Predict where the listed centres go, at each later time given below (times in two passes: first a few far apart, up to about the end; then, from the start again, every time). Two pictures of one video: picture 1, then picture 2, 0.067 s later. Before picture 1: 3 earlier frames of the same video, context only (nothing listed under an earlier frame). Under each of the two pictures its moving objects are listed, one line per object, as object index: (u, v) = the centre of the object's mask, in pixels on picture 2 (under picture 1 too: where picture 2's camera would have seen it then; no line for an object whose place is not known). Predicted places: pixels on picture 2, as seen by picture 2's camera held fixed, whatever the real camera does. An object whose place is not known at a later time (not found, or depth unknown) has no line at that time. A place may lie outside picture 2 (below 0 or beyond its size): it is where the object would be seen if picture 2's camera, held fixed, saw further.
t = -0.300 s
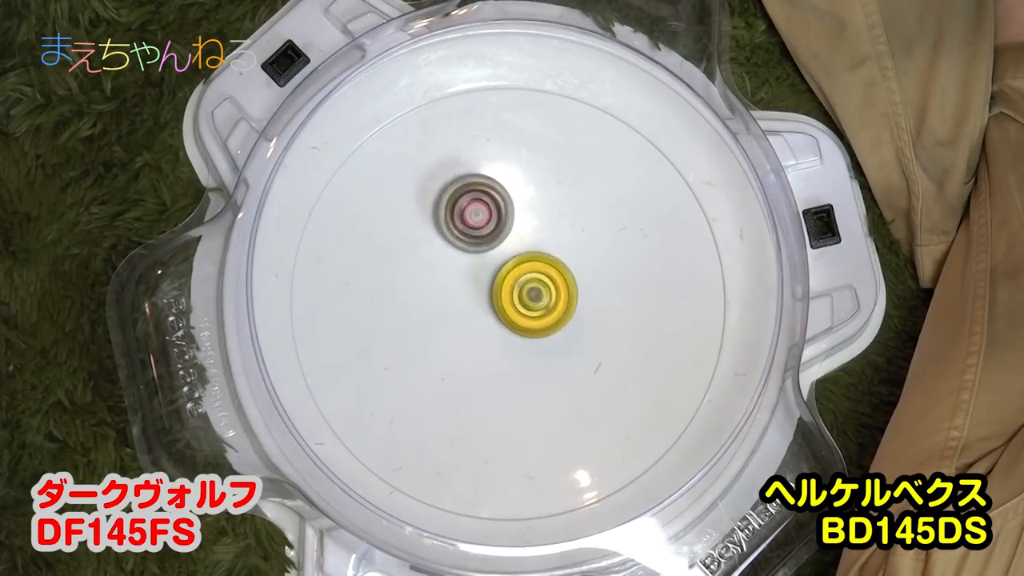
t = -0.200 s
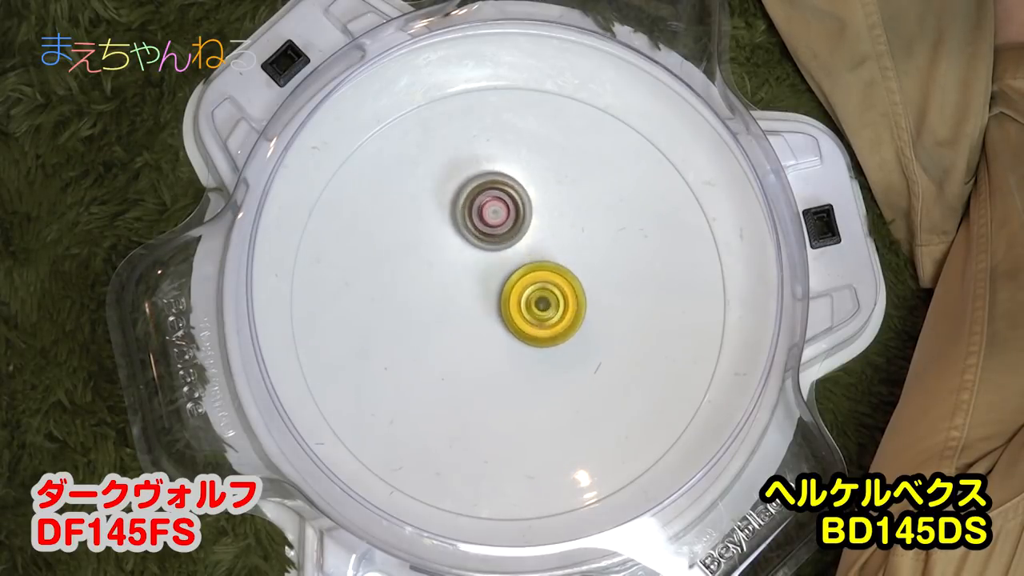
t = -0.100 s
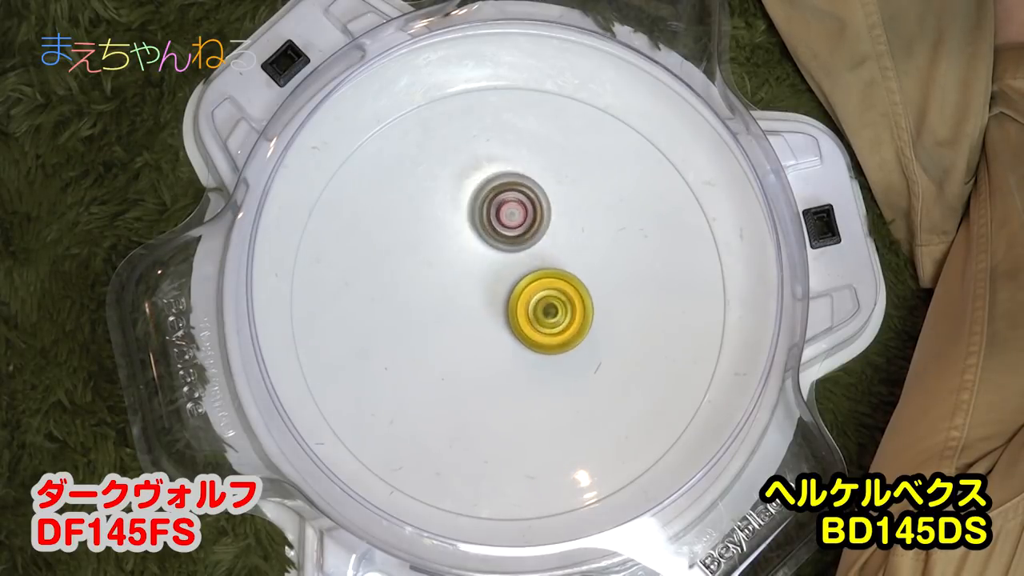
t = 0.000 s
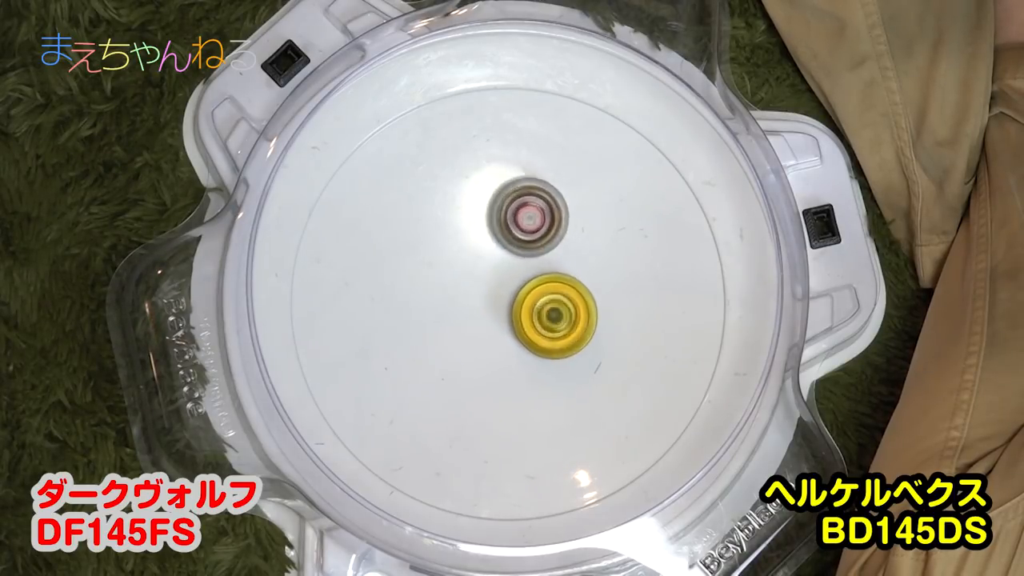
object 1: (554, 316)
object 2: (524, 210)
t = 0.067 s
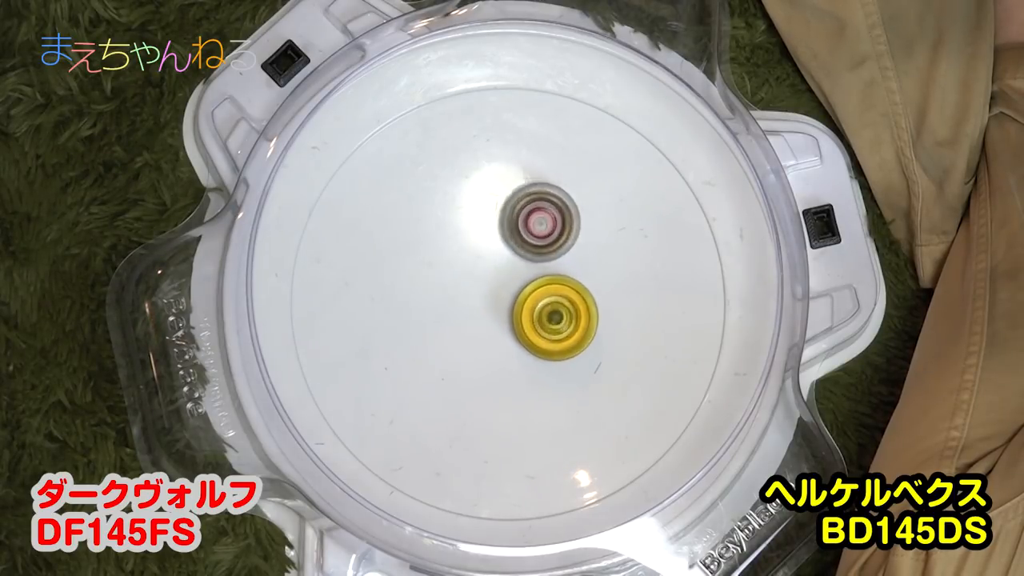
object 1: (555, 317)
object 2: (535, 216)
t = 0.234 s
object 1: (550, 321)
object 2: (561, 235)
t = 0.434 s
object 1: (531, 346)
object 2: (585, 247)
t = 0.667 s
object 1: (510, 362)
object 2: (589, 289)
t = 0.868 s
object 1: (495, 361)
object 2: (581, 328)
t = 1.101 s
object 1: (481, 344)
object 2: (558, 361)
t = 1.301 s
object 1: (471, 320)
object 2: (528, 379)
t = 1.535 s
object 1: (465, 290)
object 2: (490, 381)
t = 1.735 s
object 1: (466, 268)
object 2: (459, 369)
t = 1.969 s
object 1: (479, 258)
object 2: (434, 341)
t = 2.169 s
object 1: (499, 257)
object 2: (423, 308)
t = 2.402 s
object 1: (527, 264)
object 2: (426, 263)
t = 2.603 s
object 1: (547, 277)
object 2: (443, 235)
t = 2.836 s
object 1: (560, 296)
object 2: (475, 217)
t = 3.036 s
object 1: (558, 313)
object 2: (509, 217)
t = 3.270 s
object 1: (543, 332)
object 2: (548, 233)
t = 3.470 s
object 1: (523, 346)
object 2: (571, 259)
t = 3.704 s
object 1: (498, 352)
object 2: (583, 297)
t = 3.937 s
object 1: (481, 345)
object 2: (579, 336)
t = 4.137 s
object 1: (473, 327)
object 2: (558, 358)
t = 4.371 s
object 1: (468, 301)
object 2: (520, 370)
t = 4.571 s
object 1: (471, 280)
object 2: (486, 367)
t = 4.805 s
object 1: (484, 263)
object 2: (450, 350)
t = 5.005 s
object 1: (501, 258)
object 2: (435, 325)
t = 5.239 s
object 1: (524, 263)
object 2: (434, 286)
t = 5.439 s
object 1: (540, 276)
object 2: (444, 255)
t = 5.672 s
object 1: (552, 297)
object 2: (472, 231)
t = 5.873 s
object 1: (552, 315)
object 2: (502, 225)
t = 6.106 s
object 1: (541, 333)
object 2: (535, 234)
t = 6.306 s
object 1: (524, 342)
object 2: (557, 257)
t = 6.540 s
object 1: (501, 344)
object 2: (568, 293)
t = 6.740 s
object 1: (484, 337)
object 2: (565, 325)
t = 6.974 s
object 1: (472, 319)
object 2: (545, 353)
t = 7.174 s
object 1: (470, 299)
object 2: (517, 364)
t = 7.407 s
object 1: (476, 278)
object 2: (484, 361)
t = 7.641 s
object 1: (492, 265)
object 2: (455, 341)
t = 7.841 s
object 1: (509, 262)
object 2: (443, 313)
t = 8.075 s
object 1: (542, 261)
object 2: (430, 286)
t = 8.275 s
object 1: (560, 268)
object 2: (440, 264)
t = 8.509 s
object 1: (565, 288)
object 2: (467, 248)
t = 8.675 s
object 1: (565, 312)
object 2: (487, 238)
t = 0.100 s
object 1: (555, 318)
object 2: (541, 220)
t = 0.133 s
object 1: (554, 319)
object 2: (546, 223)
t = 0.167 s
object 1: (553, 320)
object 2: (552, 226)
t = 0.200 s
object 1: (552, 320)
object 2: (557, 231)
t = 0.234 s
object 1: (550, 321)
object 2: (561, 235)
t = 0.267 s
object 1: (545, 326)
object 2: (567, 234)
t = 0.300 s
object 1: (542, 331)
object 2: (573, 232)
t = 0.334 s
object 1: (539, 335)
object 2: (578, 233)
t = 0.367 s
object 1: (536, 339)
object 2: (581, 237)
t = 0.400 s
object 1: (534, 343)
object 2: (583, 242)
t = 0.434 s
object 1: (531, 346)
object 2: (585, 247)
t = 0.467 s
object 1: (528, 349)
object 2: (586, 252)
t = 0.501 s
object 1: (525, 352)
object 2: (587, 258)
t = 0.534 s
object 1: (522, 355)
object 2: (588, 264)
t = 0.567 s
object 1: (519, 357)
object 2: (588, 270)
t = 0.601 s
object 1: (516, 359)
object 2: (589, 276)
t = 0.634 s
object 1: (513, 361)
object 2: (589, 282)
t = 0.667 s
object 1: (510, 362)
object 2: (589, 289)
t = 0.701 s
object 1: (507, 363)
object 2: (588, 296)
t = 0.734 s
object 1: (505, 364)
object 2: (586, 302)
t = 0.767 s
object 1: (502, 363)
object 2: (585, 309)
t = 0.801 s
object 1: (499, 363)
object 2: (584, 316)
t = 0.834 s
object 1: (497, 362)
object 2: (582, 322)
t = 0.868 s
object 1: (495, 361)
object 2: (581, 328)
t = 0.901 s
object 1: (493, 360)
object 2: (578, 334)
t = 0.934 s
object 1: (490, 358)
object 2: (576, 339)
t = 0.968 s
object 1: (488, 356)
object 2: (573, 344)
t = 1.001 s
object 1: (486, 353)
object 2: (569, 349)
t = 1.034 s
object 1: (484, 351)
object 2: (566, 353)
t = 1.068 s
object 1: (483, 348)
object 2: (562, 357)
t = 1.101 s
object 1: (481, 344)
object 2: (558, 361)
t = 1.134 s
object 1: (479, 341)
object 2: (553, 365)
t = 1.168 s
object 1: (477, 337)
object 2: (549, 368)
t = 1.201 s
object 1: (475, 333)
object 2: (544, 372)
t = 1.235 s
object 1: (474, 329)
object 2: (539, 374)
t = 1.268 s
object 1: (472, 325)
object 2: (533, 377)
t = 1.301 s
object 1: (471, 320)
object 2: (528, 379)
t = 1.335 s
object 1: (469, 316)
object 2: (523, 380)
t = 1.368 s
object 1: (468, 312)
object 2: (517, 382)
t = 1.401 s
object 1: (467, 307)
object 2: (512, 382)
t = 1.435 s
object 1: (466, 303)
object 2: (507, 382)
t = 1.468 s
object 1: (465, 298)
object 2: (501, 383)
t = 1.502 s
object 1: (465, 294)
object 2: (496, 382)
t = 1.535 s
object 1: (465, 290)
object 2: (490, 381)
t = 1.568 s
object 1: (464, 286)
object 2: (485, 380)
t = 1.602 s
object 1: (464, 282)
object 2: (480, 378)
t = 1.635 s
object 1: (464, 278)
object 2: (474, 376)
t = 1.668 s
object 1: (464, 274)
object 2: (468, 374)
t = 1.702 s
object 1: (465, 271)
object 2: (464, 372)
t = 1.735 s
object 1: (466, 268)
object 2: (459, 369)
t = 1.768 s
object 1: (467, 266)
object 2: (455, 366)
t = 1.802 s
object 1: (468, 263)
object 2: (451, 363)
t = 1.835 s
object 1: (470, 262)
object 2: (446, 359)
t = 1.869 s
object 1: (472, 260)
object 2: (443, 354)
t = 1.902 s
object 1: (474, 259)
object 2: (440, 350)
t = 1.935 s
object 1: (477, 258)
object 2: (436, 345)
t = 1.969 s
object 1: (479, 258)
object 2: (434, 341)
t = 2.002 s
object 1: (482, 257)
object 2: (431, 336)
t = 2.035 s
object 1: (485, 257)
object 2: (430, 330)
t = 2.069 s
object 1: (488, 257)
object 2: (428, 325)
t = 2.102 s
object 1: (492, 257)
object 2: (426, 319)
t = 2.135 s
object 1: (496, 257)
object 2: (423, 314)
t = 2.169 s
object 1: (499, 257)
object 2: (423, 308)
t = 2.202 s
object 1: (503, 258)
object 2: (423, 302)
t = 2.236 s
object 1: (507, 258)
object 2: (424, 294)
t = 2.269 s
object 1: (511, 259)
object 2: (425, 287)
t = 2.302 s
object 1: (516, 260)
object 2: (425, 281)
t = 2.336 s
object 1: (520, 262)
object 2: (426, 275)
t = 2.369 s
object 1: (524, 263)
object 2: (426, 268)
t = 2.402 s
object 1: (527, 264)
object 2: (426, 263)
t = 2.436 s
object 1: (531, 266)
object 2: (429, 257)
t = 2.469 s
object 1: (535, 268)
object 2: (431, 252)
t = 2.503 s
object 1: (538, 270)
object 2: (433, 247)
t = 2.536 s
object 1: (541, 272)
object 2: (436, 243)
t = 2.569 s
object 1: (544, 274)
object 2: (439, 239)
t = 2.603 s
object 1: (547, 277)
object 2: (443, 235)
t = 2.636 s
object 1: (550, 279)
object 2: (447, 231)
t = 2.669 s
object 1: (553, 282)
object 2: (451, 228)
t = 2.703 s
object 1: (555, 284)
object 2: (455, 225)
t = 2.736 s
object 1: (557, 287)
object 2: (460, 222)
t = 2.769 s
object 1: (558, 290)
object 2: (465, 220)
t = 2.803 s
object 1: (559, 293)
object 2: (469, 218)
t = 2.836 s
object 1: (560, 296)
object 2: (475, 217)
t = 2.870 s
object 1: (561, 299)
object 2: (481, 216)
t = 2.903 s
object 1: (561, 302)
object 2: (487, 215)
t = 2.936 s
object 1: (561, 305)
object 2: (493, 215)
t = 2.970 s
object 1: (560, 307)
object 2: (498, 215)
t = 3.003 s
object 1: (559, 310)
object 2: (504, 216)
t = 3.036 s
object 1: (558, 313)
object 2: (509, 217)
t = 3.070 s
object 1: (556, 315)
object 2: (515, 219)
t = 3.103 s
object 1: (555, 318)
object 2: (520, 220)
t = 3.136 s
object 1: (553, 321)
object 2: (527, 221)
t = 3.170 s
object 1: (551, 324)
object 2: (532, 224)
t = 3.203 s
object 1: (548, 327)
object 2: (537, 226)
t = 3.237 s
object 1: (545, 329)
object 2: (542, 229)
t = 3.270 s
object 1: (543, 332)
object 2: (548, 233)
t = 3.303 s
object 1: (540, 335)
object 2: (552, 236)
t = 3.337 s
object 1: (536, 337)
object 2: (557, 240)
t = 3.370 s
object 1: (533, 340)
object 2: (561, 245)
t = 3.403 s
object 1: (530, 342)
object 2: (564, 249)
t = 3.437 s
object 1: (526, 344)
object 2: (568, 254)
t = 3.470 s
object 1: (523, 346)
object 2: (571, 259)
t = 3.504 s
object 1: (519, 347)
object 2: (573, 264)
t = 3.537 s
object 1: (516, 349)
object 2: (576, 269)
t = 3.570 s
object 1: (512, 350)
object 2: (578, 275)
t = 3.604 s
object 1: (509, 351)
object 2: (581, 280)
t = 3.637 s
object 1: (505, 352)
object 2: (582, 285)
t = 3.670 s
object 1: (502, 352)
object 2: (583, 291)
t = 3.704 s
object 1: (498, 352)
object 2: (583, 297)
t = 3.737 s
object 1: (495, 352)
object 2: (583, 303)
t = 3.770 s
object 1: (492, 351)
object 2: (583, 309)
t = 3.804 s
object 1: (489, 351)
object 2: (583, 315)
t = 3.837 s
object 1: (487, 350)
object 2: (582, 320)
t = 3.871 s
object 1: (485, 348)
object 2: (582, 326)
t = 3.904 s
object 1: (483, 347)
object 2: (581, 331)
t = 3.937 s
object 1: (481, 345)
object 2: (579, 336)
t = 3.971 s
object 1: (480, 343)
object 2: (576, 340)
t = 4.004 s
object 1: (478, 340)
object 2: (573, 344)
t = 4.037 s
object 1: (477, 337)
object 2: (570, 348)
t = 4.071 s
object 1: (476, 334)
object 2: (566, 352)
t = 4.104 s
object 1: (474, 331)
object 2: (562, 355)
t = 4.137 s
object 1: (473, 327)
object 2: (558, 358)
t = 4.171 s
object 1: (472, 324)
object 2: (553, 361)
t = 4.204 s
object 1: (471, 320)
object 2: (547, 363)
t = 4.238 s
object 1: (470, 316)
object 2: (543, 365)
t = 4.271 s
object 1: (469, 312)
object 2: (537, 367)
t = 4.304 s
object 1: (469, 309)
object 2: (531, 368)
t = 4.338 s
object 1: (468, 305)
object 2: (526, 369)
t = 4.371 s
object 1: (468, 301)
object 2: (520, 370)
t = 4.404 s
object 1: (469, 297)
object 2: (515, 371)
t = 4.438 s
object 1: (469, 294)
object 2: (508, 371)
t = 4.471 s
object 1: (469, 290)
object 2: (503, 370)
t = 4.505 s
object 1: (470, 286)
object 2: (497, 370)
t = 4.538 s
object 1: (470, 283)
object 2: (491, 369)
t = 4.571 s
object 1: (471, 280)
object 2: (486, 367)
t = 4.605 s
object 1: (473, 276)
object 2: (481, 366)
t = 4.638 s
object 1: (474, 274)
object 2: (475, 364)
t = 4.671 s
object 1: (476, 271)
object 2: (469, 362)
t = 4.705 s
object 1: (478, 269)
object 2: (464, 359)
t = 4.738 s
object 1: (480, 266)
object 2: (460, 357)
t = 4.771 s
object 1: (482, 264)
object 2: (455, 354)
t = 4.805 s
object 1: (484, 263)
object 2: (450, 350)
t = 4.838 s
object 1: (487, 261)
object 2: (447, 347)
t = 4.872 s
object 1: (489, 260)
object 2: (444, 343)
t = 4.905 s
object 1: (492, 259)
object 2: (441, 339)
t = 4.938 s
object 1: (495, 258)
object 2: (439, 334)
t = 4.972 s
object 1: (498, 258)
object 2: (437, 330)
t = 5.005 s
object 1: (501, 258)
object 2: (435, 325)
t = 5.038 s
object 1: (504, 258)
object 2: (433, 320)
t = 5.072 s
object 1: (508, 258)
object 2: (432, 314)
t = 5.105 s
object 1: (511, 259)
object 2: (432, 309)
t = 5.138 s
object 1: (514, 260)
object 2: (432, 303)
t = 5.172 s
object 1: (517, 261)
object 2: (432, 298)
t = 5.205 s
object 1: (520, 262)
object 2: (433, 291)
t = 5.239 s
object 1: (524, 263)
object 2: (434, 286)
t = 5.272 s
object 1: (527, 265)
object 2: (435, 280)
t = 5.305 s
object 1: (529, 267)
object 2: (436, 274)
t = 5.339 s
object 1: (532, 269)
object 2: (437, 269)
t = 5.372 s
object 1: (535, 271)
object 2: (440, 264)
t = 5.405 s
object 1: (538, 274)
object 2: (442, 259)
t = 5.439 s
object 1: (540, 276)
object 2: (444, 255)
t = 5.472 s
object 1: (542, 279)
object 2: (447, 250)
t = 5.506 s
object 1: (544, 282)
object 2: (451, 246)
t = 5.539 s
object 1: (546, 285)
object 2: (454, 243)
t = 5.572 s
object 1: (548, 288)
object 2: (458, 239)
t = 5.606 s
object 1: (550, 291)
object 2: (462, 236)
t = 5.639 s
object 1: (550, 294)
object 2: (466, 233)
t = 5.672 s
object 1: (552, 297)
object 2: (472, 231)
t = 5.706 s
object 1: (552, 301)
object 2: (476, 229)
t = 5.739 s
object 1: (553, 304)
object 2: (481, 227)
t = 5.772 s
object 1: (553, 307)
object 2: (487, 226)
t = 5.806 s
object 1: (553, 310)
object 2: (491, 225)
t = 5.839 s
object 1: (552, 313)
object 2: (497, 225)
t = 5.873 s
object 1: (552, 315)
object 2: (502, 225)
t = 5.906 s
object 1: (551, 318)
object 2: (507, 225)
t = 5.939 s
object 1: (550, 321)
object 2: (512, 225)
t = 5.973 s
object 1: (549, 324)
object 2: (518, 226)
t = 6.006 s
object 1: (547, 326)
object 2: (522, 228)
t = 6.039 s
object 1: (545, 328)
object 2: (526, 230)
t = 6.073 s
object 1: (543, 331)
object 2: (531, 232)
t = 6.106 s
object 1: (541, 333)
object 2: (535, 234)
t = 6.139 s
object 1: (538, 335)
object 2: (540, 237)
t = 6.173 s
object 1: (536, 337)
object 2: (543, 240)
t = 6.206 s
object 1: (533, 338)
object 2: (548, 244)
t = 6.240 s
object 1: (530, 340)
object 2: (551, 248)
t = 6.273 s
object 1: (527, 341)
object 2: (554, 252)
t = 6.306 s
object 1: (524, 342)
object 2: (557, 257)
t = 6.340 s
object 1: (520, 343)
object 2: (559, 262)
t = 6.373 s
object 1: (517, 344)
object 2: (562, 267)
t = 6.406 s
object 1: (514, 344)
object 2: (564, 271)
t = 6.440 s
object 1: (510, 345)
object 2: (565, 277)
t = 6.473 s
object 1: (507, 345)
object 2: (566, 283)
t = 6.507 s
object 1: (504, 345)
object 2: (568, 288)
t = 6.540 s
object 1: (501, 344)
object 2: (568, 293)
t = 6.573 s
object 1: (497, 344)
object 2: (569, 299)
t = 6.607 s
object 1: (494, 343)
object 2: (569, 304)
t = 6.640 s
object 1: (492, 342)
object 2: (568, 310)
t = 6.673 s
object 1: (489, 341)
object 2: (567, 314)
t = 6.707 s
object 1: (486, 339)
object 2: (567, 319)
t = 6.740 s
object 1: (484, 337)
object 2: (565, 325)
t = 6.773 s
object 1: (482, 335)
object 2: (564, 329)
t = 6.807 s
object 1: (480, 333)
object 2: (561, 334)
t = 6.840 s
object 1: (478, 331)
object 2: (559, 338)
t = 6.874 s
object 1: (476, 329)
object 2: (556, 342)
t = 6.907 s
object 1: (475, 326)
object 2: (553, 346)
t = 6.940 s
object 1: (473, 322)
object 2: (549, 349)
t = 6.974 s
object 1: (472, 319)
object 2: (545, 353)
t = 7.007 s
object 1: (471, 316)
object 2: (541, 356)
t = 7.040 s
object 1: (471, 313)
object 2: (537, 358)
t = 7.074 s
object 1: (470, 309)
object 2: (532, 360)
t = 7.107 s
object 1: (470, 306)
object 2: (527, 362)
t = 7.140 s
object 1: (470, 303)
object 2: (522, 364)
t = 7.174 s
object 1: (470, 299)
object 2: (517, 364)
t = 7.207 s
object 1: (470, 296)
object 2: (513, 365)
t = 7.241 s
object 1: (471, 293)
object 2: (508, 365)
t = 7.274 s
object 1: (471, 290)
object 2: (503, 365)
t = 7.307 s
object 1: (472, 287)
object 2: (498, 365)
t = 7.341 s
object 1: (473, 283)
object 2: (492, 364)
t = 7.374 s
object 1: (474, 281)
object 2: (488, 363)
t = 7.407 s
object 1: (476, 278)
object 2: (484, 361)
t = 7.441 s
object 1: (477, 275)
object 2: (479, 359)
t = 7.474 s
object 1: (479, 273)
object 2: (474, 357)
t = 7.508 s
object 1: (481, 271)
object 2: (469, 355)
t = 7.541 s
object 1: (484, 270)
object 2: (465, 352)
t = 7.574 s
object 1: (486, 268)
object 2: (461, 348)
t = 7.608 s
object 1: (489, 266)
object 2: (458, 345)
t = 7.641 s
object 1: (492, 265)
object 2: (455, 341)
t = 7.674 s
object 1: (495, 264)
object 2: (452, 337)
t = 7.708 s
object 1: (497, 263)
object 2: (450, 332)
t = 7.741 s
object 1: (500, 263)
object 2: (448, 328)
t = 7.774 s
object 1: (503, 262)
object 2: (446, 323)
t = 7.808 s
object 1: (506, 262)
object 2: (444, 318)
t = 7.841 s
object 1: (509, 262)
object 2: (443, 313)
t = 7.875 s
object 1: (512, 263)
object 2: (441, 308)
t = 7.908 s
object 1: (515, 264)
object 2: (440, 303)
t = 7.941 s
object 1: (519, 264)
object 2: (438, 299)
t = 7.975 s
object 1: (529, 262)
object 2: (431, 298)
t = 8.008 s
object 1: (534, 262)
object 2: (430, 295)
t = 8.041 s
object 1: (538, 262)
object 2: (430, 291)
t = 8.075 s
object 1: (542, 261)
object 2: (430, 286)
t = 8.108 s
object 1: (545, 262)
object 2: (430, 282)
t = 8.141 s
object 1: (549, 262)
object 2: (431, 278)
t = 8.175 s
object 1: (552, 263)
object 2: (433, 274)
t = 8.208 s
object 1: (555, 264)
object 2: (435, 270)
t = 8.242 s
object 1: (558, 266)
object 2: (437, 266)
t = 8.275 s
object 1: (560, 268)
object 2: (440, 264)
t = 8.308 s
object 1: (562, 270)
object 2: (441, 261)
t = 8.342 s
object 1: (563, 273)
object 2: (445, 258)
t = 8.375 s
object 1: (564, 276)
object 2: (449, 256)
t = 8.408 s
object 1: (565, 279)
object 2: (453, 254)
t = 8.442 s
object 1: (565, 282)
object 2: (458, 251)
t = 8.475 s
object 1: (566, 285)
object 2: (463, 249)
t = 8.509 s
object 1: (565, 288)
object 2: (467, 248)
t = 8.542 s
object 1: (565, 292)
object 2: (473, 247)
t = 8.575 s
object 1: (564, 295)
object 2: (477, 246)
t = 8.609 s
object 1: (563, 299)
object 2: (482, 246)
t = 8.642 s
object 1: (561, 302)
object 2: (488, 246)
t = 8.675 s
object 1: (565, 312)
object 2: (487, 238)
